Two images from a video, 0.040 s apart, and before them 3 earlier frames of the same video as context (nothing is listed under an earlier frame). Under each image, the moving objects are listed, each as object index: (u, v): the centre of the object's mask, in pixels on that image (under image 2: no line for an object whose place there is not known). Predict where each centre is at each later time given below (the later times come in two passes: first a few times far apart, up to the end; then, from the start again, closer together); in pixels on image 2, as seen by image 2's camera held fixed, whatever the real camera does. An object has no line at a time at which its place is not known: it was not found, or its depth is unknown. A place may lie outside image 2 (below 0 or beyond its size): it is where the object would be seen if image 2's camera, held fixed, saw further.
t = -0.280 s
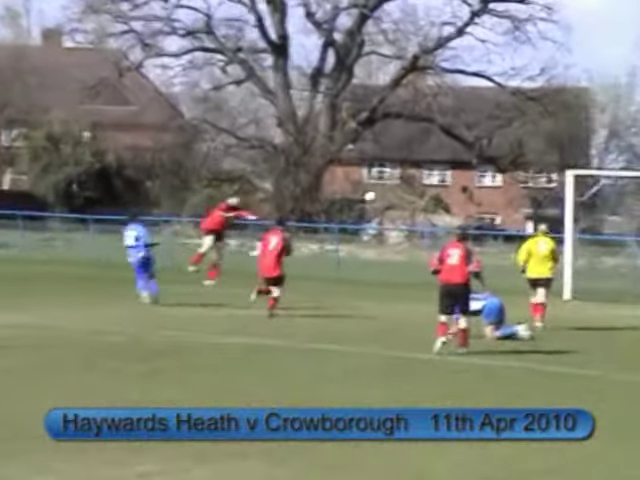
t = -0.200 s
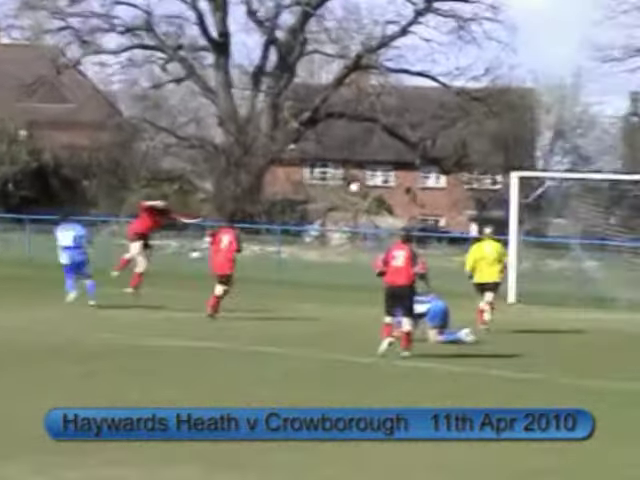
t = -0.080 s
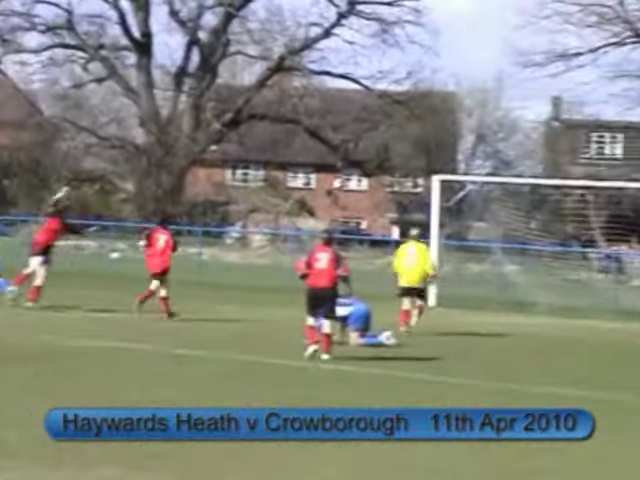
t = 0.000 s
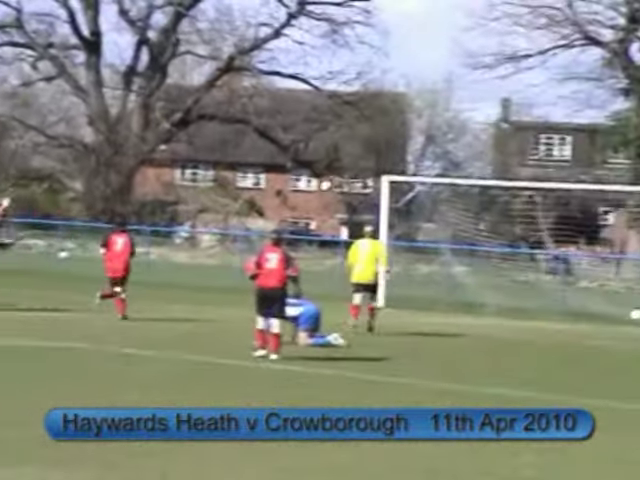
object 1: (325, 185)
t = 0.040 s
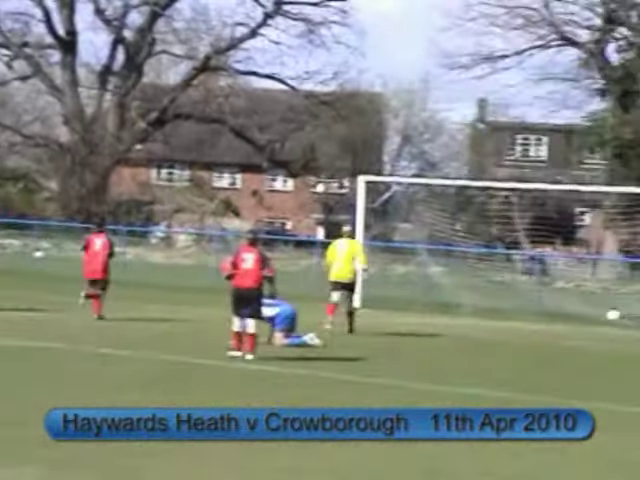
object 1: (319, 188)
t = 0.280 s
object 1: (423, 220)
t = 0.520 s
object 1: (450, 256)
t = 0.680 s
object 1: (450, 296)
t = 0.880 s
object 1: (445, 296)
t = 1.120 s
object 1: (436, 305)
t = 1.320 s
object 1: (434, 304)
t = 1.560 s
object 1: (432, 305)
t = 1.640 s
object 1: (432, 305)
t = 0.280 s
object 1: (423, 220)
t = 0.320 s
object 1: (432, 226)
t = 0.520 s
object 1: (450, 256)
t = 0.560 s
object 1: (450, 264)
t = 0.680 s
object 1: (450, 296)
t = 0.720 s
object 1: (451, 306)
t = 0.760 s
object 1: (450, 302)
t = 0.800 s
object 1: (448, 297)
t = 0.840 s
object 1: (447, 297)
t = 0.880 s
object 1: (445, 296)
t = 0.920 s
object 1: (444, 297)
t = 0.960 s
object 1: (441, 298)
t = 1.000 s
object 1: (440, 300)
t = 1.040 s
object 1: (438, 303)
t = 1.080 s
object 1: (436, 306)
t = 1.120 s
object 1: (436, 305)
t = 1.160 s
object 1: (436, 303)
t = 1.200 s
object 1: (436, 302)
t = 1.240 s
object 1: (436, 302)
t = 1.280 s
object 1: (435, 303)
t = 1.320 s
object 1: (434, 304)
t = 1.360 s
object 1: (434, 306)
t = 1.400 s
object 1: (433, 306)
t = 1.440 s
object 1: (433, 306)
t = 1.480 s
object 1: (432, 305)
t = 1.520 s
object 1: (432, 305)
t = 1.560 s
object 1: (432, 305)
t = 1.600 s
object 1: (432, 305)
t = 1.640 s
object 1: (432, 305)
